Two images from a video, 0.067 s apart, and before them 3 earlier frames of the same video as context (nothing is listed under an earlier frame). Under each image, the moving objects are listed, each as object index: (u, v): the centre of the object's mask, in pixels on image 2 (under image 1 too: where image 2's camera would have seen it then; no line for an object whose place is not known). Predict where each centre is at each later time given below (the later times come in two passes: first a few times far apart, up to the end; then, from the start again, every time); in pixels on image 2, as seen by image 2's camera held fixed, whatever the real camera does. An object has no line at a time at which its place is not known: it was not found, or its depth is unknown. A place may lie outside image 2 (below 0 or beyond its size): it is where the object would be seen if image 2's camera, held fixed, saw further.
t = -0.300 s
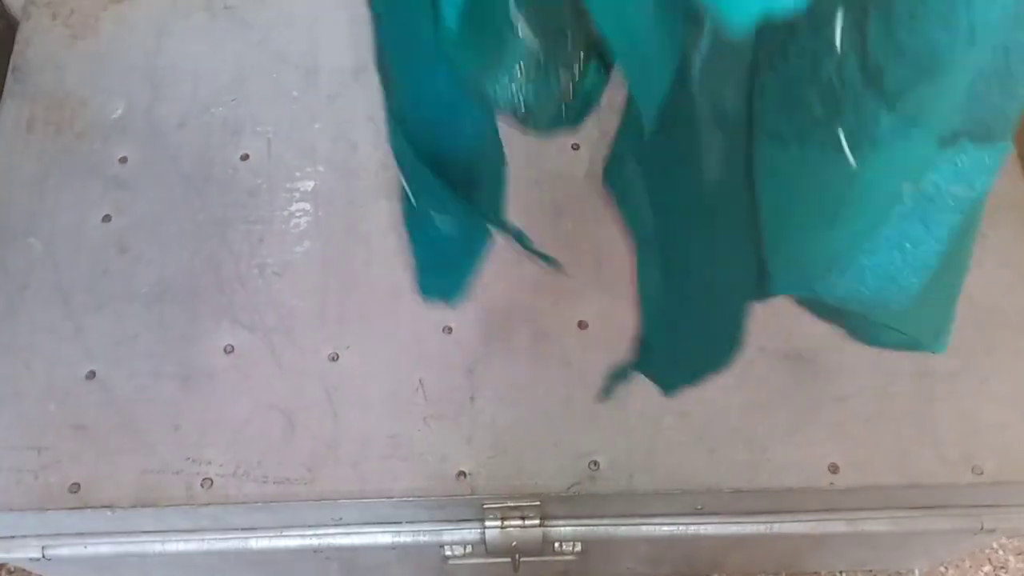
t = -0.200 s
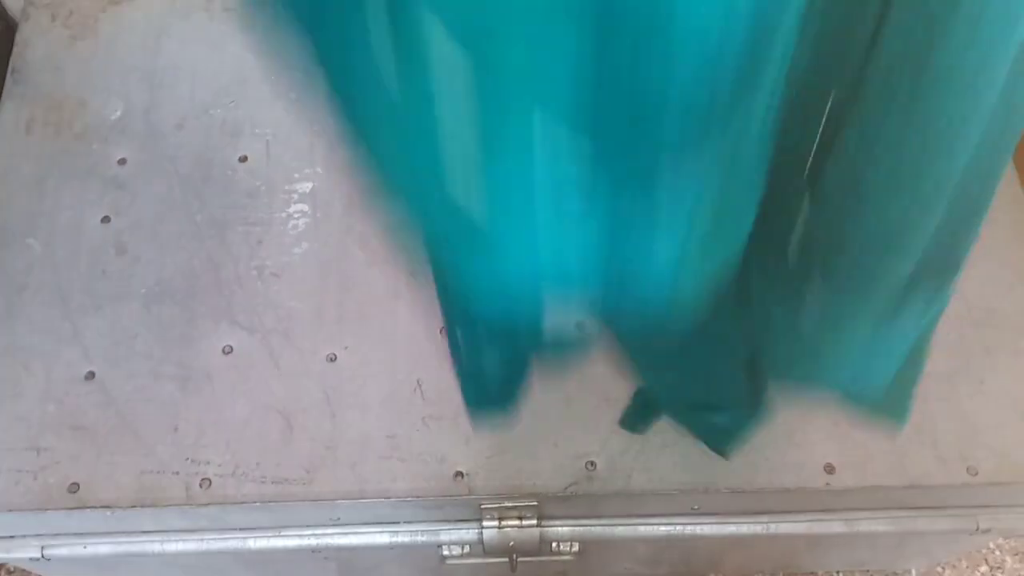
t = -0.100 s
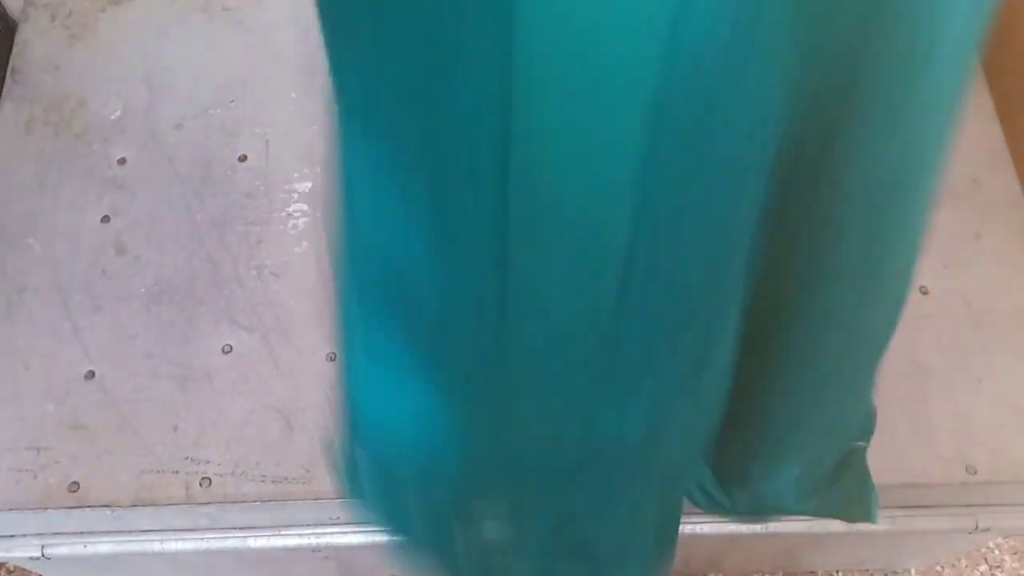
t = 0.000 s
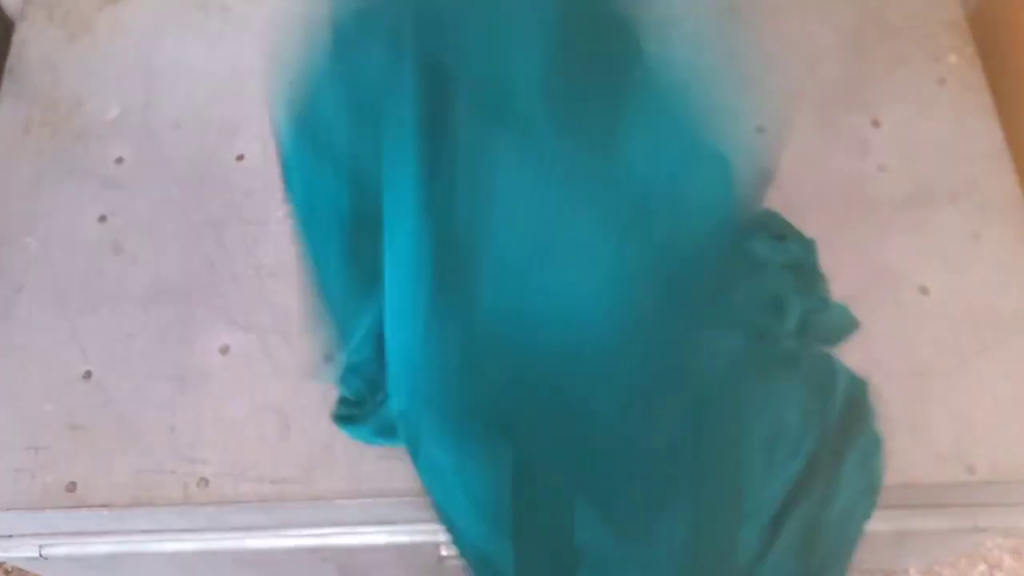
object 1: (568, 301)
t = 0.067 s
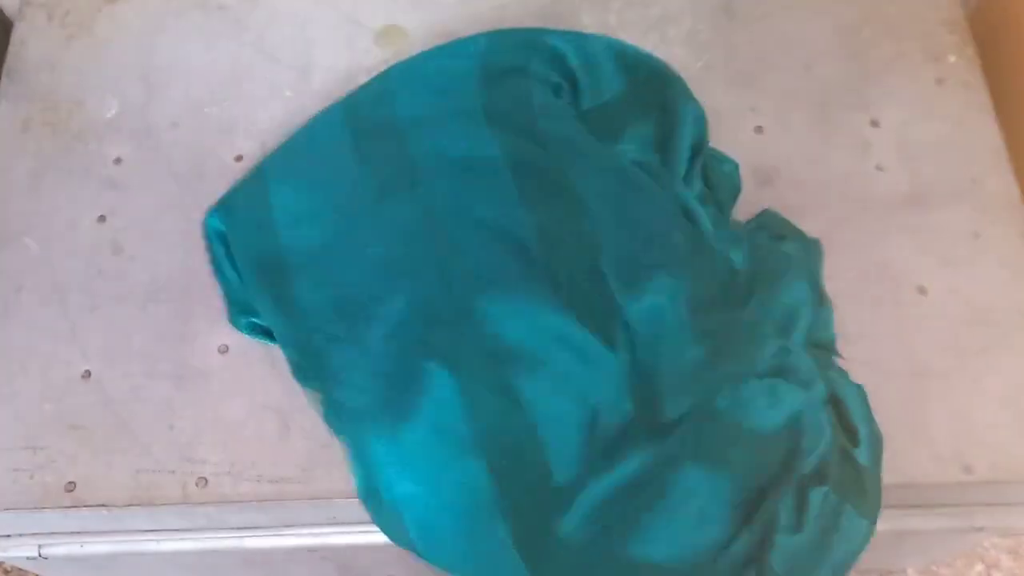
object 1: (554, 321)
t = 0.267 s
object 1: (552, 322)
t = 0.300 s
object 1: (552, 322)
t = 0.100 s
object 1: (551, 322)
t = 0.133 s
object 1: (550, 322)
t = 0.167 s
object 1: (551, 322)
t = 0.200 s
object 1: (552, 323)
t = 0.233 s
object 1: (552, 323)
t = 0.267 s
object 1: (552, 322)
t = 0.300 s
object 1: (552, 322)
